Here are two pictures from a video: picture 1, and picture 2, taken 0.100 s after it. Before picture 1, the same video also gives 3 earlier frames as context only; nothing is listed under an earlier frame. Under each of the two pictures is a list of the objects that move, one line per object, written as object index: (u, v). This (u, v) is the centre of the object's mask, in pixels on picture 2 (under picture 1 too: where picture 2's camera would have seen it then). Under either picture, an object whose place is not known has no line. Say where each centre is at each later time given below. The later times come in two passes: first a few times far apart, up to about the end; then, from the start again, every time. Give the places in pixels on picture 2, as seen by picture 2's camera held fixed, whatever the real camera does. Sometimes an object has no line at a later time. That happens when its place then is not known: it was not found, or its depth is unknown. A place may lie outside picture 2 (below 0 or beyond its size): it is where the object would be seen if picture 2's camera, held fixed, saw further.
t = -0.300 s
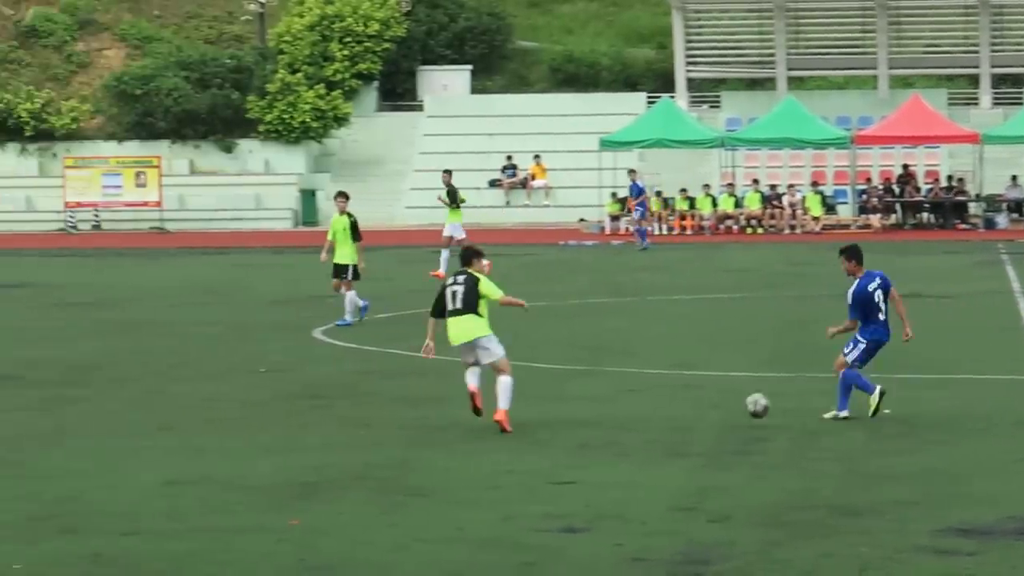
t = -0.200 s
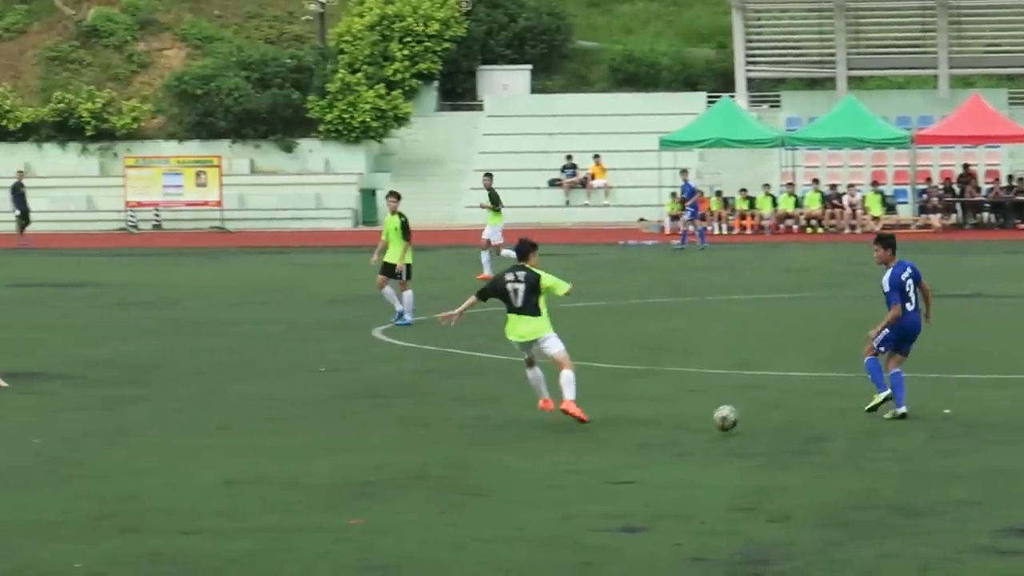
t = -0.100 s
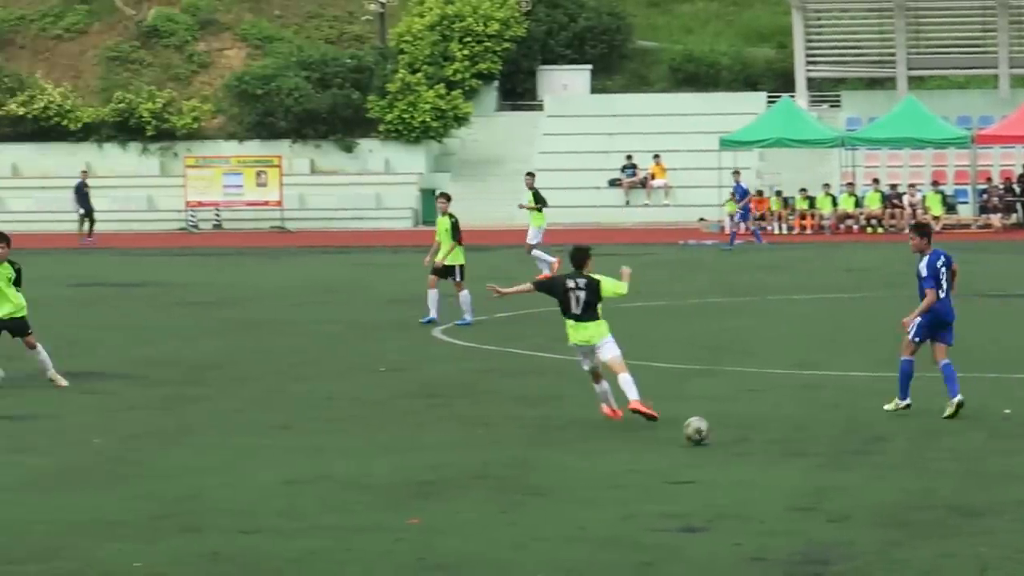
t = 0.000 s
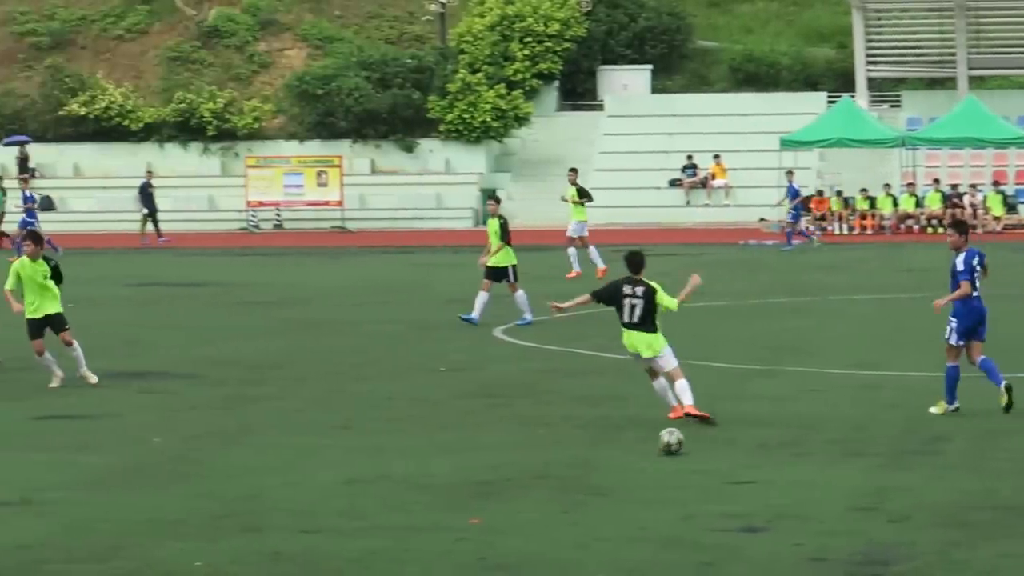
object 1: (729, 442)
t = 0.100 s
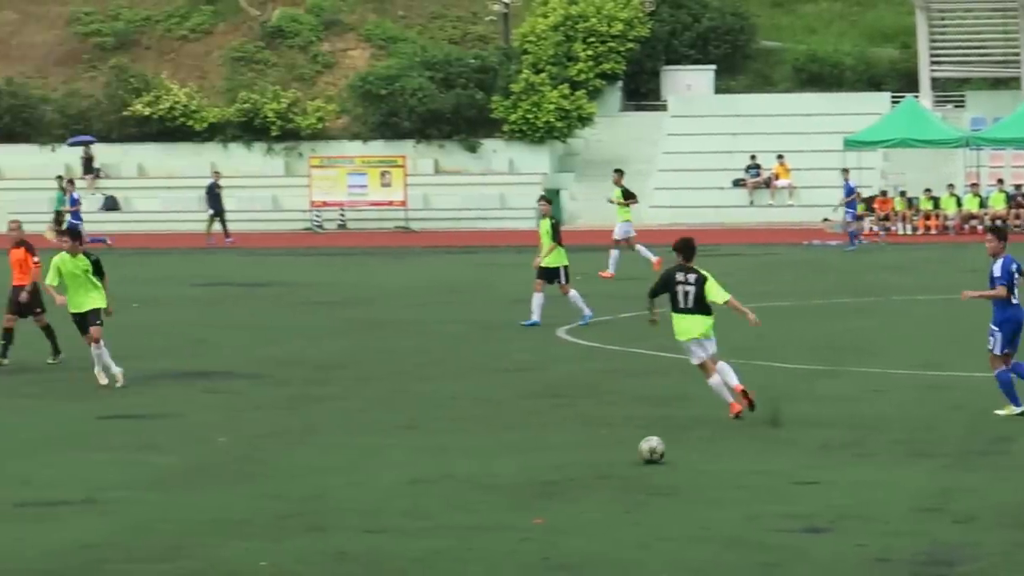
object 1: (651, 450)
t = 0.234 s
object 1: (547, 458)
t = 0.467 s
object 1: (374, 470)
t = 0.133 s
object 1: (625, 451)
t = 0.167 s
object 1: (599, 452)
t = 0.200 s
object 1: (572, 456)
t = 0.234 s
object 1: (547, 458)
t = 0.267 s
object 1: (521, 459)
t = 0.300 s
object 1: (497, 462)
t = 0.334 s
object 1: (472, 464)
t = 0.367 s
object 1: (447, 465)
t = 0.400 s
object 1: (423, 468)
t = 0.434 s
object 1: (398, 469)
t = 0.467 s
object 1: (374, 470)
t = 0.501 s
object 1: (350, 473)
